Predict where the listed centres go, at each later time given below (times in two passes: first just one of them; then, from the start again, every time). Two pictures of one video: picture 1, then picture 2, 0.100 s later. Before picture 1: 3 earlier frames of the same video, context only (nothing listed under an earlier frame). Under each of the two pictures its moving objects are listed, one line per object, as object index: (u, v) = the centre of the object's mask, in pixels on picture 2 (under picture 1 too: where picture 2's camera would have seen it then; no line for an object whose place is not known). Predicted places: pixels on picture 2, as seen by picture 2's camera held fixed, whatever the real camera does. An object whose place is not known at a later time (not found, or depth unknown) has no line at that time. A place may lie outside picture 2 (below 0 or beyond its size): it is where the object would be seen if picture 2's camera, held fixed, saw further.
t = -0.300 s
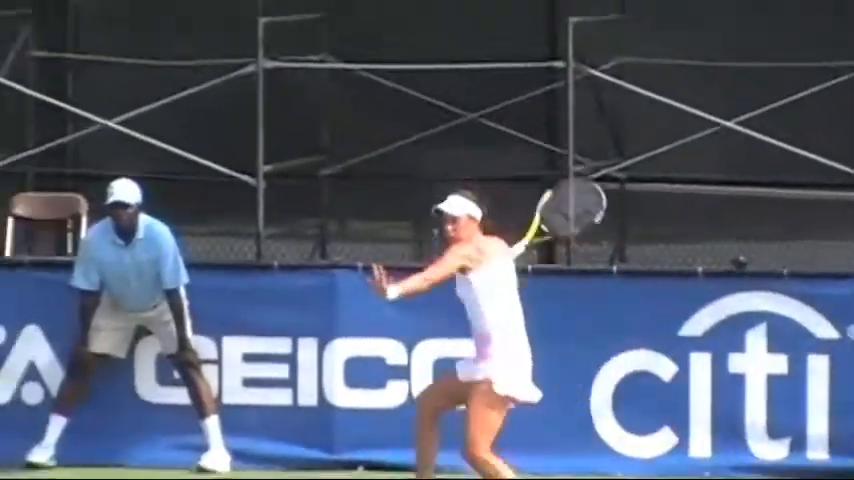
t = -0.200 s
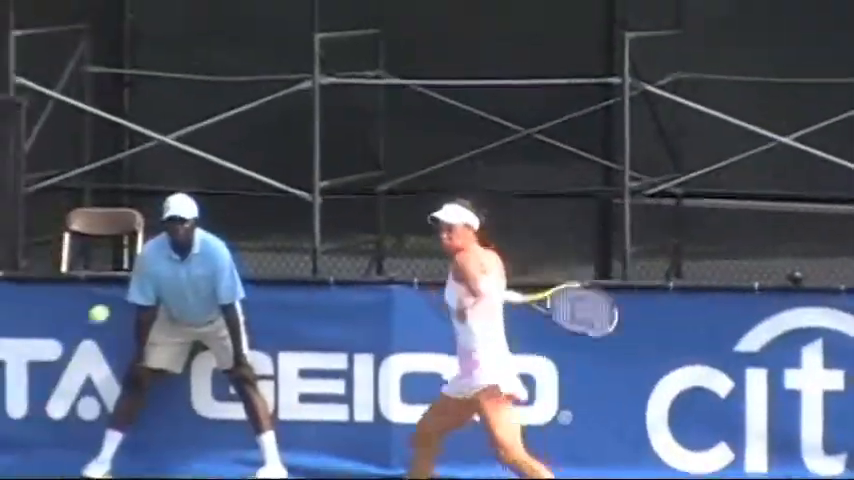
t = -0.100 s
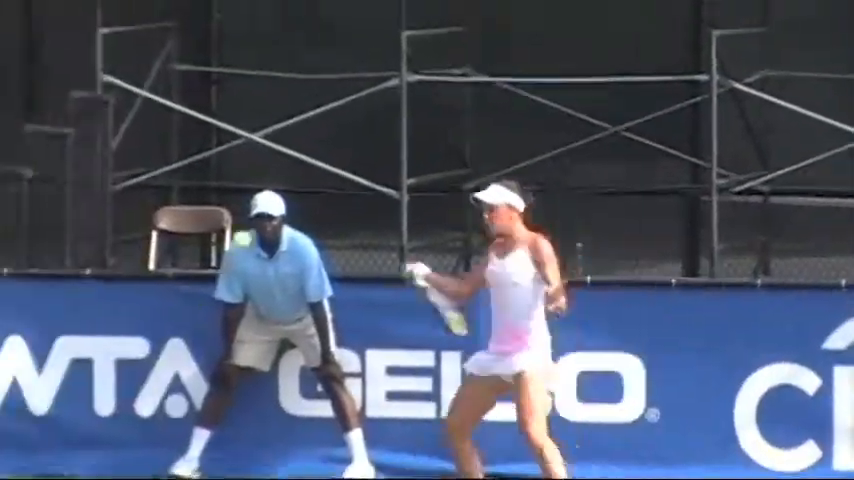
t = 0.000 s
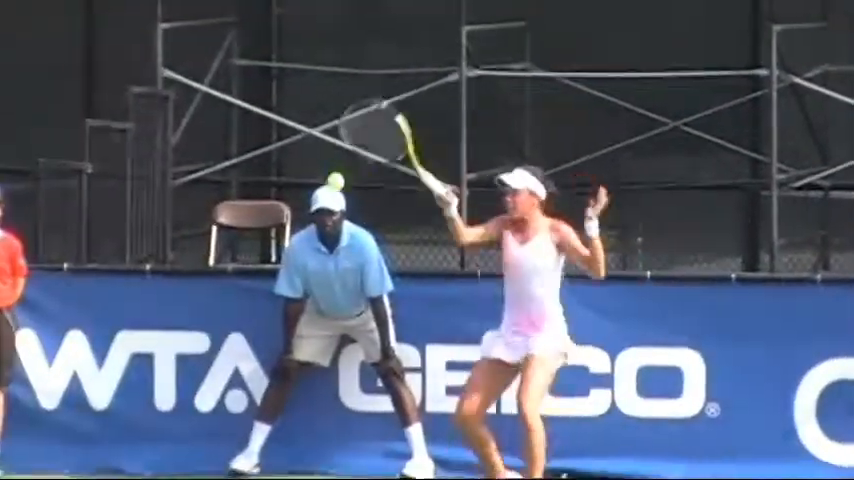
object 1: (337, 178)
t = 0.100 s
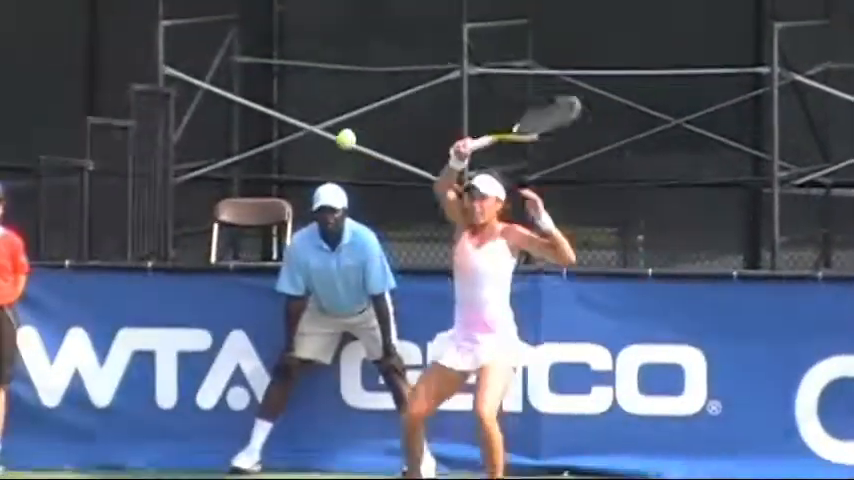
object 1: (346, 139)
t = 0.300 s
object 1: (352, 150)
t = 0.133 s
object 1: (349, 131)
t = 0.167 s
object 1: (350, 127)
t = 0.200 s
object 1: (351, 127)
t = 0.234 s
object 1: (352, 130)
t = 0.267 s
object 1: (352, 138)
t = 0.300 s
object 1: (352, 150)
